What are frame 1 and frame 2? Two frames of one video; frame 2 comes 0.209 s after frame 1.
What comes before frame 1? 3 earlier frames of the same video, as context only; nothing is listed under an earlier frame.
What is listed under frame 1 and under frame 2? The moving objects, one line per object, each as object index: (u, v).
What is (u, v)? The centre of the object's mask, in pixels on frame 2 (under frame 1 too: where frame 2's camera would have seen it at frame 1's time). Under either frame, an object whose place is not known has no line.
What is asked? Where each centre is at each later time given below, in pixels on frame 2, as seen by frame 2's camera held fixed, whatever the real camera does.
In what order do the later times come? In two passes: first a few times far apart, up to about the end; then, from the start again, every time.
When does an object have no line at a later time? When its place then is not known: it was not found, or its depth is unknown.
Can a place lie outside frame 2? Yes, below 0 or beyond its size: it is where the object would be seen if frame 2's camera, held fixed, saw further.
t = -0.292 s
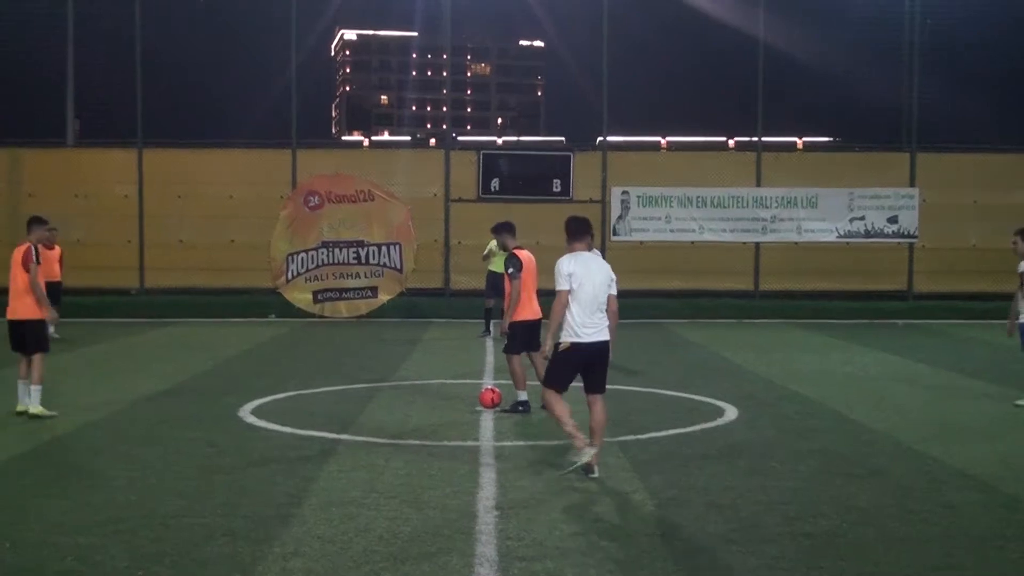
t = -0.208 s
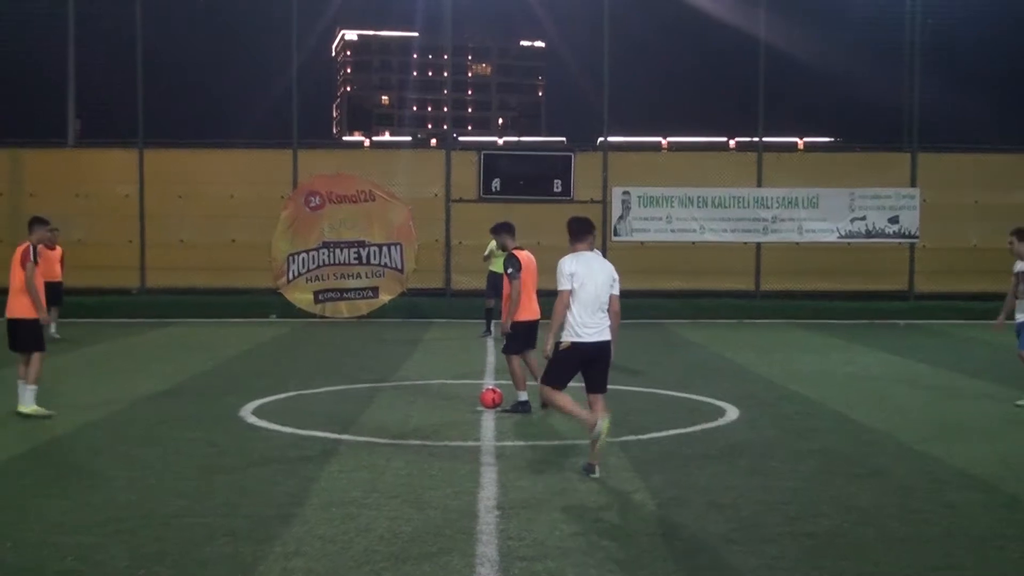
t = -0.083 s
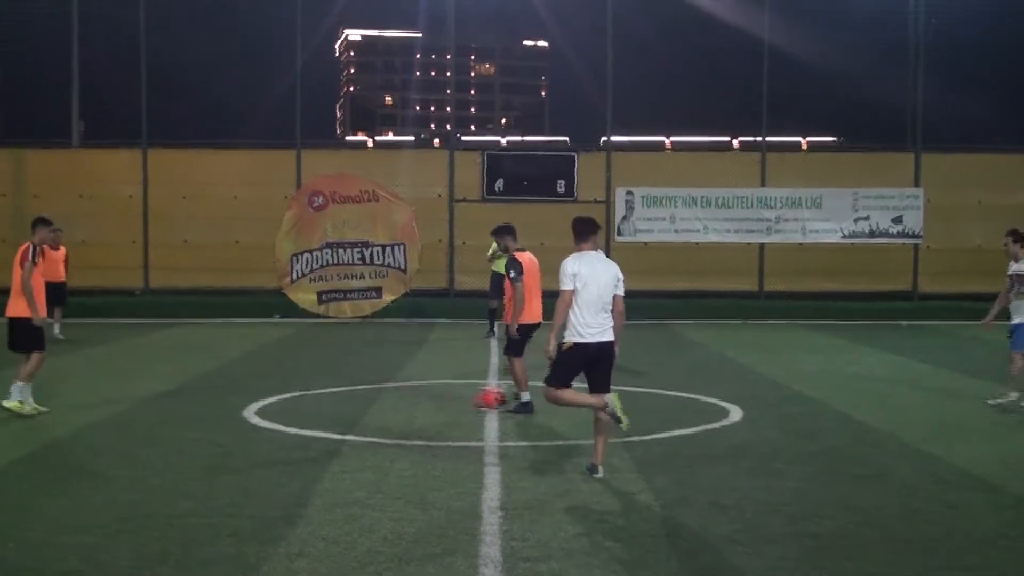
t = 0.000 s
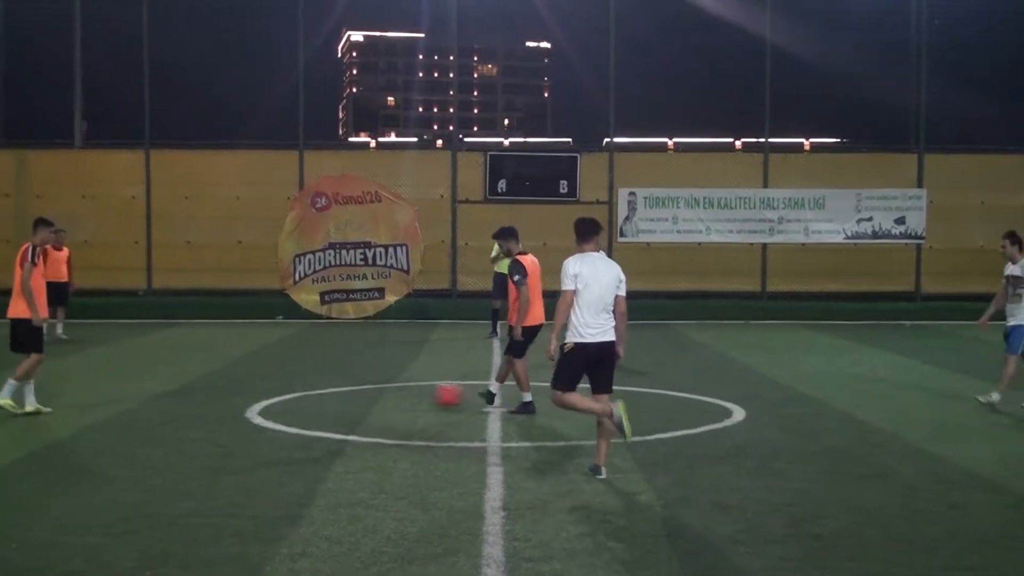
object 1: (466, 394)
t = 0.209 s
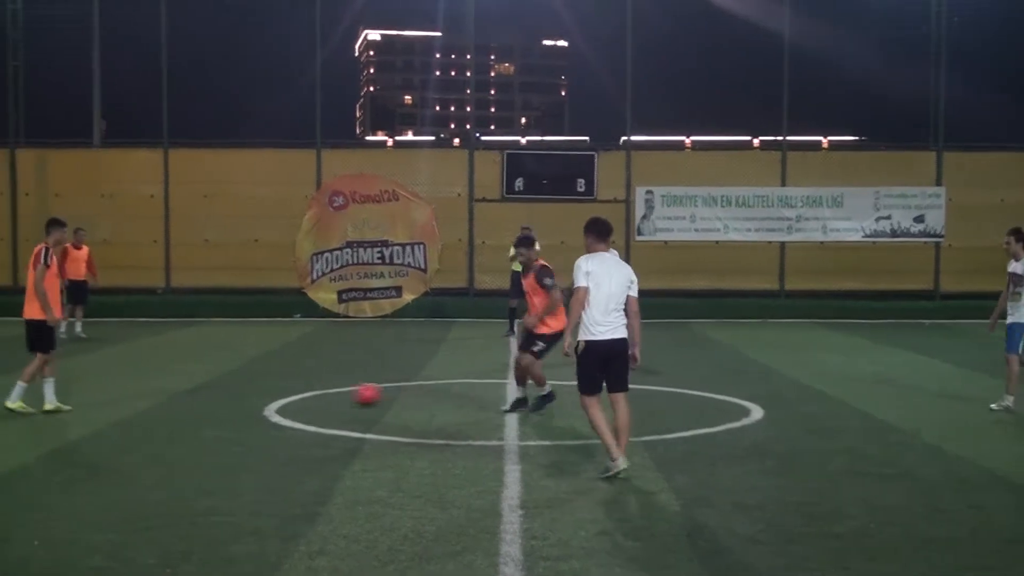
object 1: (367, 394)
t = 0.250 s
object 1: (349, 394)
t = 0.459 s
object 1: (265, 391)
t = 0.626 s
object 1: (206, 391)
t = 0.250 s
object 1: (349, 394)
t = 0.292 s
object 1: (334, 394)
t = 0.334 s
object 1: (319, 394)
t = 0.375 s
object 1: (303, 393)
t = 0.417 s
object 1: (283, 392)
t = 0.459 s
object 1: (265, 391)
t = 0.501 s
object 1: (250, 391)
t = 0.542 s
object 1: (235, 392)
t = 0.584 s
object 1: (221, 391)
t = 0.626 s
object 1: (206, 391)
